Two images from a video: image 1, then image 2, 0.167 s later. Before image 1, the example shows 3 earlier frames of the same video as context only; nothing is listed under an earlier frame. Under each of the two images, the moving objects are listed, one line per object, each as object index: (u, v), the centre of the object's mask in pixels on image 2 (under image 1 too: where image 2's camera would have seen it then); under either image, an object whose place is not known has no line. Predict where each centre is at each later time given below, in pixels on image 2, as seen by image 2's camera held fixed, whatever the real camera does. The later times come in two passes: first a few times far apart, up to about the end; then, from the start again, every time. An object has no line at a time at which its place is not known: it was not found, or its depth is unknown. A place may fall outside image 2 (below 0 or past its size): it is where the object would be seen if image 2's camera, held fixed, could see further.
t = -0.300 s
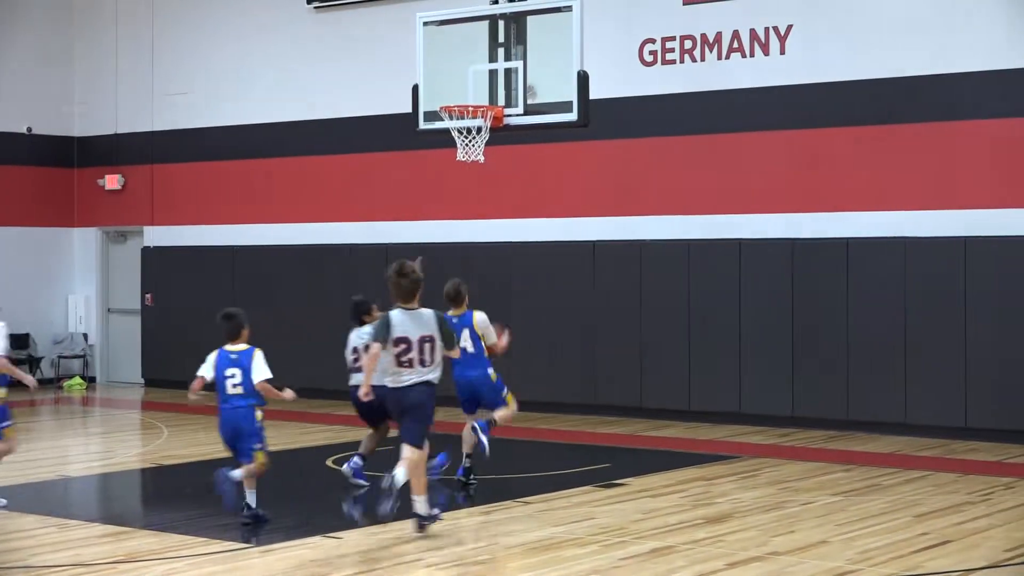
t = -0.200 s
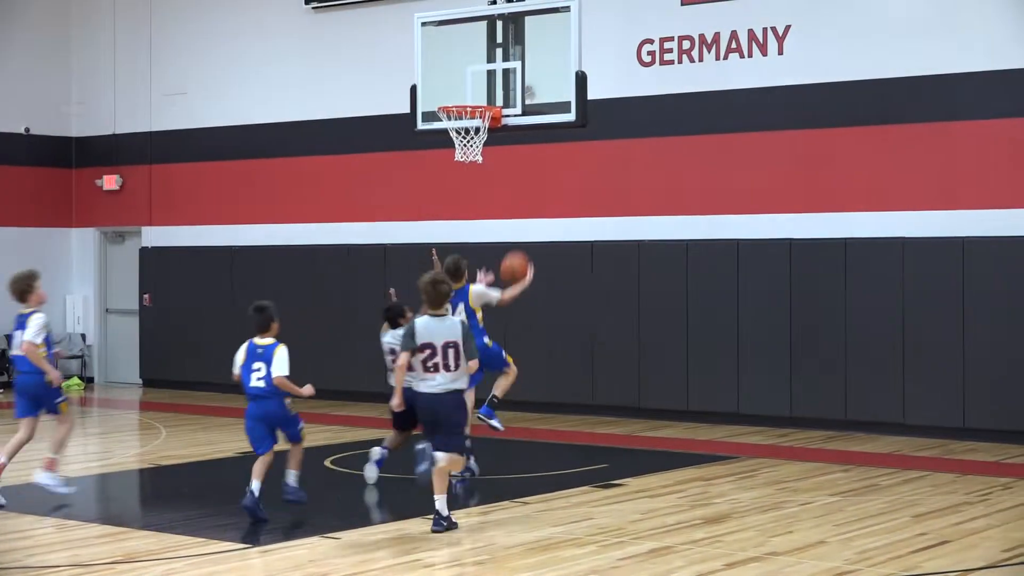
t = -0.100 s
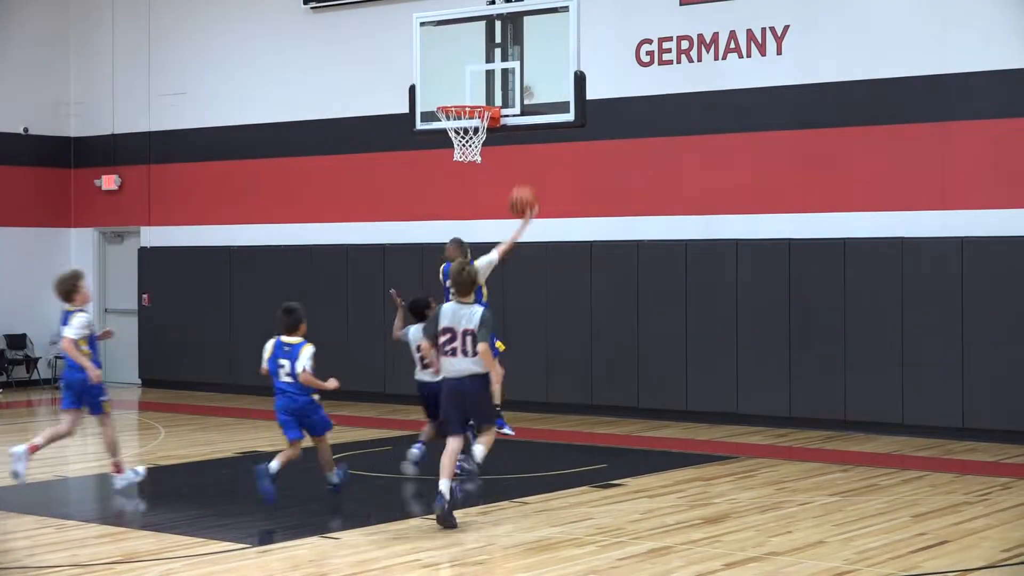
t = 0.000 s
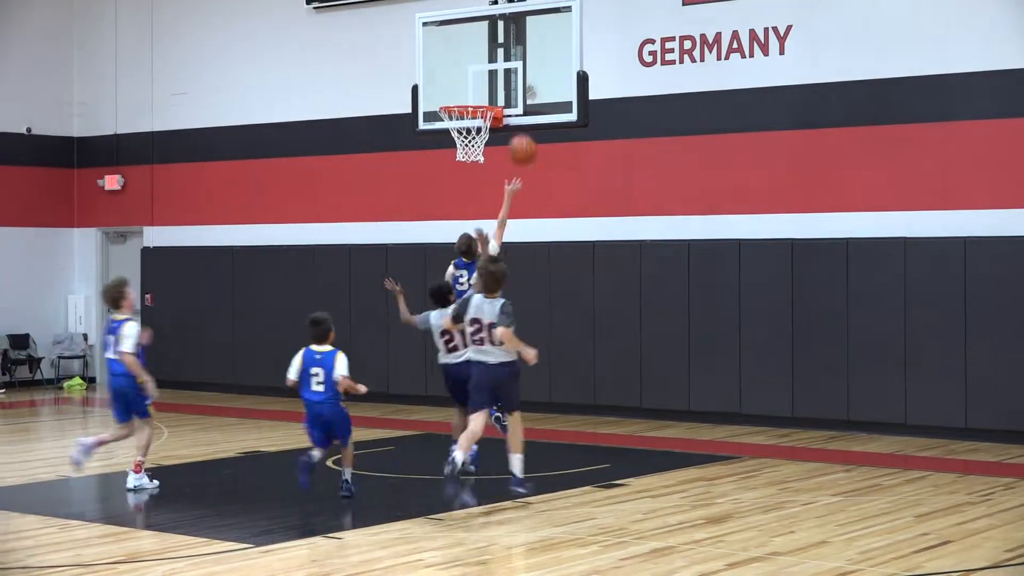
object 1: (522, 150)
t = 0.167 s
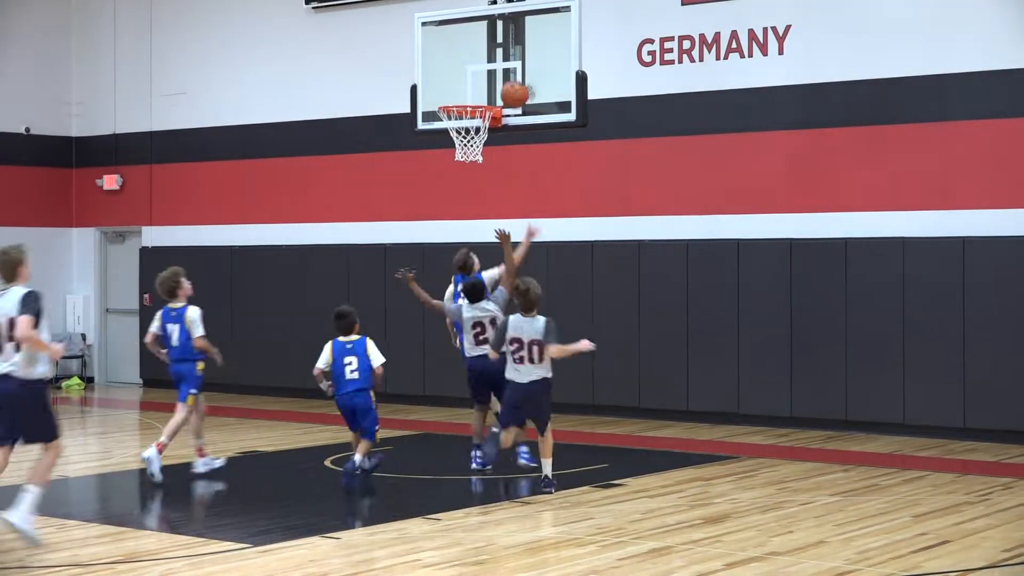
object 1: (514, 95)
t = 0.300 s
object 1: (510, 74)
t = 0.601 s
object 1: (449, 96)
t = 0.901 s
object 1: (461, 97)
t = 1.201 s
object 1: (476, 129)
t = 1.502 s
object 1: (480, 181)
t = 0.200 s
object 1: (513, 87)
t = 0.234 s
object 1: (512, 82)
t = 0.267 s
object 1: (511, 77)
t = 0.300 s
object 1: (510, 74)
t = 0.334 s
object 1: (507, 72)
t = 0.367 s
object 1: (500, 71)
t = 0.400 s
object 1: (492, 72)
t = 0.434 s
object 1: (484, 73)
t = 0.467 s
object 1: (477, 76)
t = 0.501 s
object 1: (470, 80)
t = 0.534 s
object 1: (462, 85)
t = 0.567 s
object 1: (455, 91)
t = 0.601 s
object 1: (449, 96)
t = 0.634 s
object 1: (455, 95)
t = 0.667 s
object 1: (462, 94)
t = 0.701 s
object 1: (469, 95)
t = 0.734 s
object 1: (477, 96)
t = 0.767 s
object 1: (480, 97)
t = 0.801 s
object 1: (475, 96)
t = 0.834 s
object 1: (471, 96)
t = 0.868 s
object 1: (466, 96)
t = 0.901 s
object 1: (461, 97)
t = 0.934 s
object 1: (456, 98)
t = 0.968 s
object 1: (456, 99)
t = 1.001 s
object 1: (458, 99)
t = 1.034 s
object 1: (461, 100)
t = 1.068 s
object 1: (464, 108)
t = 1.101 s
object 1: (465, 117)
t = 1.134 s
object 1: (468, 122)
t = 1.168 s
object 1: (472, 126)
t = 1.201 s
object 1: (476, 129)
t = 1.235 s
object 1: (477, 129)
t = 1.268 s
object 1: (476, 130)
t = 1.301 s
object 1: (477, 150)
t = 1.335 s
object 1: (478, 151)
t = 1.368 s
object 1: (478, 154)
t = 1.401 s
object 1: (479, 159)
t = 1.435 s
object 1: (480, 165)
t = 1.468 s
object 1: (480, 171)
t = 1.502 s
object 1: (480, 181)
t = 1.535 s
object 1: (480, 192)
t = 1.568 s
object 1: (480, 204)
